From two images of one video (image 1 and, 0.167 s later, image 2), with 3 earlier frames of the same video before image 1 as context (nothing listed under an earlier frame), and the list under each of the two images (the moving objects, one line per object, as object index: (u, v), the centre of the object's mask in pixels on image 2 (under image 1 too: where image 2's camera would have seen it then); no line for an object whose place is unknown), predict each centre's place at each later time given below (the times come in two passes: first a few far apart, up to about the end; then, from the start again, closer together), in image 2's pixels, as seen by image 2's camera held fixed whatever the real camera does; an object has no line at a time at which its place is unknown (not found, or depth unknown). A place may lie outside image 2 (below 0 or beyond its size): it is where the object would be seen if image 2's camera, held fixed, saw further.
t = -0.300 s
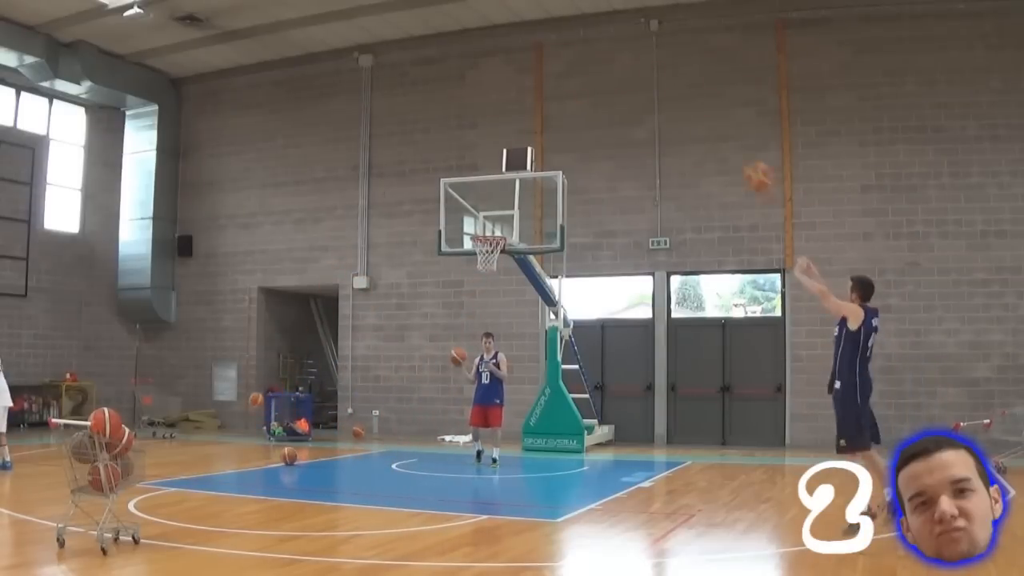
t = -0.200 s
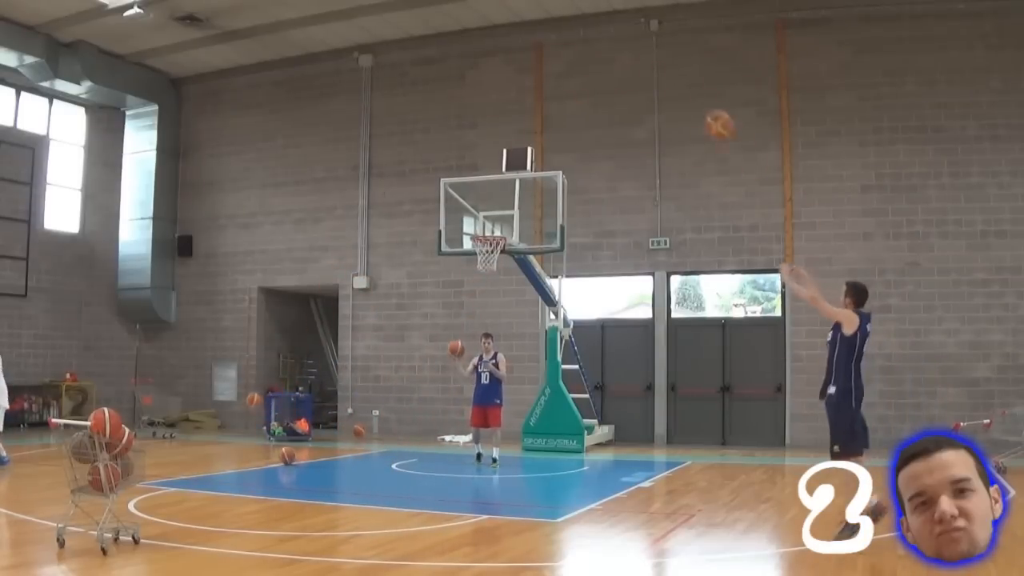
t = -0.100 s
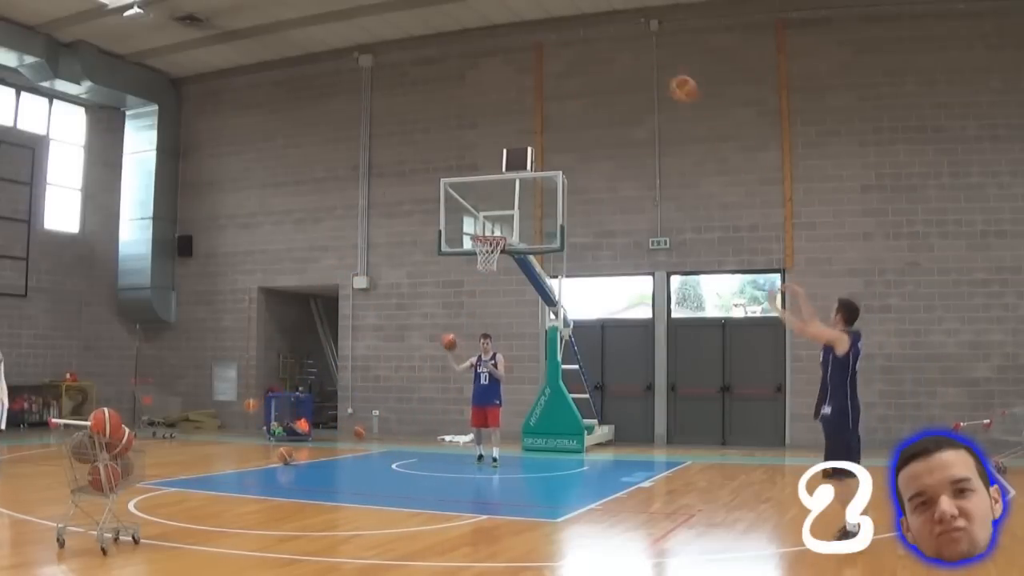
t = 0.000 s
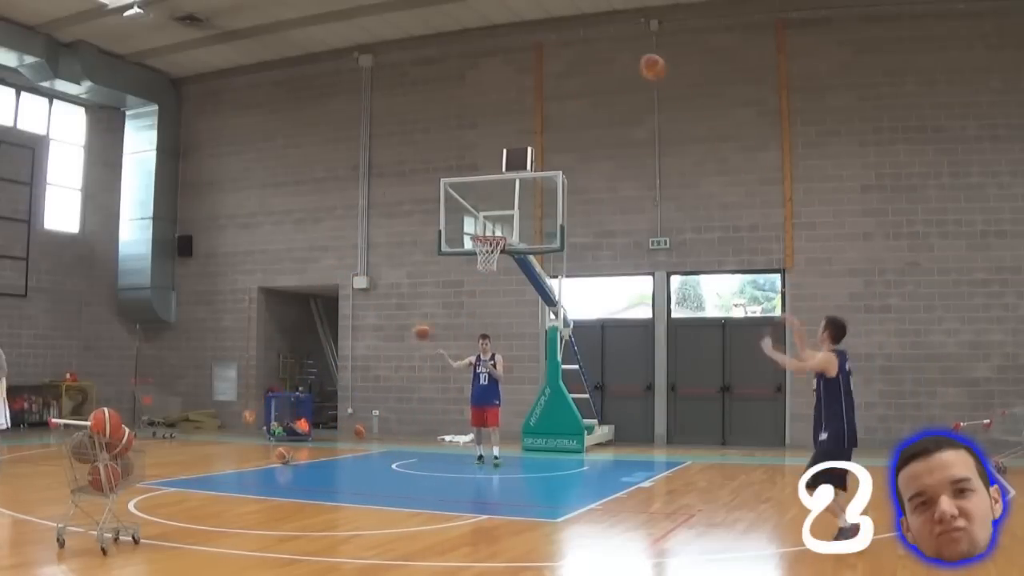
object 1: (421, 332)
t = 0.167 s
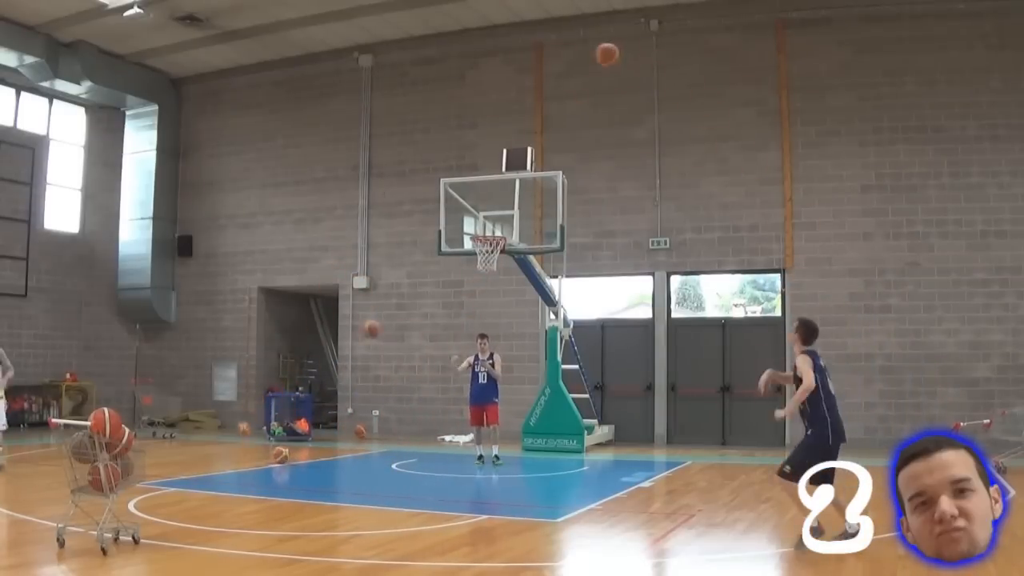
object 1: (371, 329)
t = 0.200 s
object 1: (360, 331)
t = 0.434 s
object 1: (285, 371)
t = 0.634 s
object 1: (224, 434)
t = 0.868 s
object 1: (182, 411)
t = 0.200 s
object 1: (360, 331)
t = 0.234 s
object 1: (350, 334)
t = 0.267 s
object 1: (339, 337)
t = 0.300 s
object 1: (328, 342)
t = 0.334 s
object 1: (319, 348)
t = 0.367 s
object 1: (309, 354)
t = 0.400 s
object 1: (297, 362)
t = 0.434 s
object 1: (285, 371)
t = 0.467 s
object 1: (277, 378)
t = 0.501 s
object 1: (265, 387)
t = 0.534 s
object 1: (254, 398)
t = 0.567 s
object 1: (242, 410)
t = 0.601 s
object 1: (235, 422)
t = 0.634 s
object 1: (224, 434)
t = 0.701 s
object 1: (204, 461)
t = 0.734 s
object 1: (200, 447)
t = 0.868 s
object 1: (182, 411)
